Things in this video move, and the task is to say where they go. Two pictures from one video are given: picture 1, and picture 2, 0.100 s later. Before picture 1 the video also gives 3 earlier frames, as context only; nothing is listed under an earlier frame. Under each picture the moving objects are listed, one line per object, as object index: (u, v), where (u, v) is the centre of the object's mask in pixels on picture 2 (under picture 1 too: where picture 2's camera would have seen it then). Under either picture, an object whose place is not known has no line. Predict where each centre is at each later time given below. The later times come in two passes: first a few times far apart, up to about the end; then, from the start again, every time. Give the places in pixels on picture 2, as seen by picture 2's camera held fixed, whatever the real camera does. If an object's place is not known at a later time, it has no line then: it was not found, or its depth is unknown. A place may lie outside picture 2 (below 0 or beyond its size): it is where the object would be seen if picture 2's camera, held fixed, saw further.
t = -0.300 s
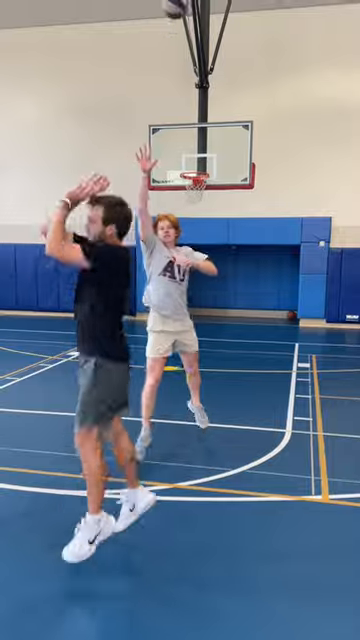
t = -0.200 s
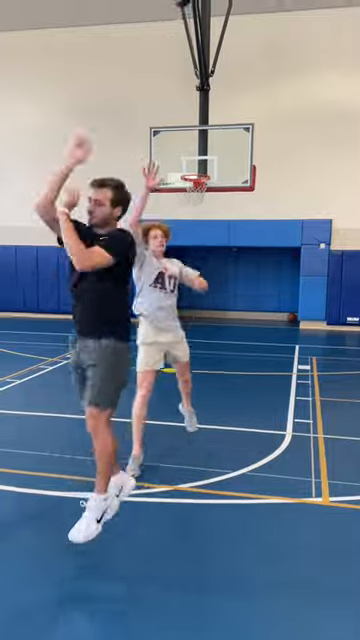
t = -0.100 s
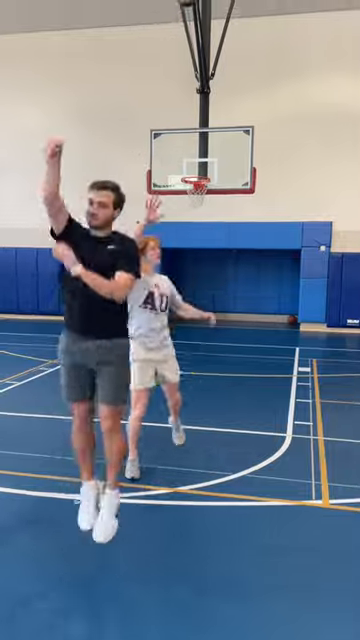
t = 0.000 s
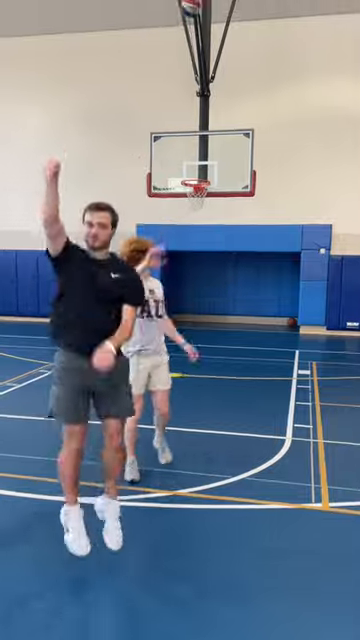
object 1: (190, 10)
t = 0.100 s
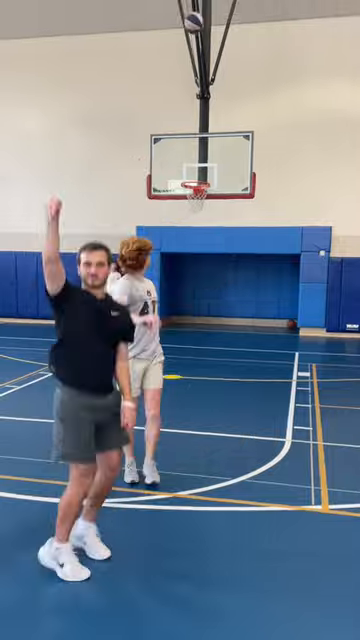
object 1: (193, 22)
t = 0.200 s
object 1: (196, 44)
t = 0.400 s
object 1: (200, 100)
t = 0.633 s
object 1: (202, 175)
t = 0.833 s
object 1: (186, 198)
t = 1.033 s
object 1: (168, 218)
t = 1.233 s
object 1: (150, 257)
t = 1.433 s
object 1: (133, 318)
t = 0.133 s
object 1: (194, 29)
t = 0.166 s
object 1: (194, 36)
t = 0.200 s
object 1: (196, 44)
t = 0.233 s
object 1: (197, 52)
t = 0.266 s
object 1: (198, 61)
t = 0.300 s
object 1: (198, 70)
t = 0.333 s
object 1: (199, 80)
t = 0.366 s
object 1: (200, 89)
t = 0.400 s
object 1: (200, 100)
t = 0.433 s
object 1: (201, 109)
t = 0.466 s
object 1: (201, 123)
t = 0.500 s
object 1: (201, 132)
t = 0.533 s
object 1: (200, 144)
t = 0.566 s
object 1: (200, 157)
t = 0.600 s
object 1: (200, 166)
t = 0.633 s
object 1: (202, 175)
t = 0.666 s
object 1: (200, 190)
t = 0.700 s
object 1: (198, 196)
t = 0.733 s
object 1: (195, 199)
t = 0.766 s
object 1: (191, 199)
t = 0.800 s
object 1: (188, 198)
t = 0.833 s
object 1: (186, 198)
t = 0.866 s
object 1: (183, 200)
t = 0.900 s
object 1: (179, 204)
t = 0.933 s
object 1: (176, 207)
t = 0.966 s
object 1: (173, 210)
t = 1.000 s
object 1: (171, 213)
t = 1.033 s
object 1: (168, 218)
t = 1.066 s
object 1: (165, 223)
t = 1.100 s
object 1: (162, 228)
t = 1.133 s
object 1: (159, 235)
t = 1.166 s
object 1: (156, 242)
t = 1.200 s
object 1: (153, 249)
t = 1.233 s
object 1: (150, 257)
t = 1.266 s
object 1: (147, 265)
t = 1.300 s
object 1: (144, 276)
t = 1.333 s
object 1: (142, 283)
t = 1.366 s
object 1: (138, 294)
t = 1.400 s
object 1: (136, 305)
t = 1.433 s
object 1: (133, 318)
